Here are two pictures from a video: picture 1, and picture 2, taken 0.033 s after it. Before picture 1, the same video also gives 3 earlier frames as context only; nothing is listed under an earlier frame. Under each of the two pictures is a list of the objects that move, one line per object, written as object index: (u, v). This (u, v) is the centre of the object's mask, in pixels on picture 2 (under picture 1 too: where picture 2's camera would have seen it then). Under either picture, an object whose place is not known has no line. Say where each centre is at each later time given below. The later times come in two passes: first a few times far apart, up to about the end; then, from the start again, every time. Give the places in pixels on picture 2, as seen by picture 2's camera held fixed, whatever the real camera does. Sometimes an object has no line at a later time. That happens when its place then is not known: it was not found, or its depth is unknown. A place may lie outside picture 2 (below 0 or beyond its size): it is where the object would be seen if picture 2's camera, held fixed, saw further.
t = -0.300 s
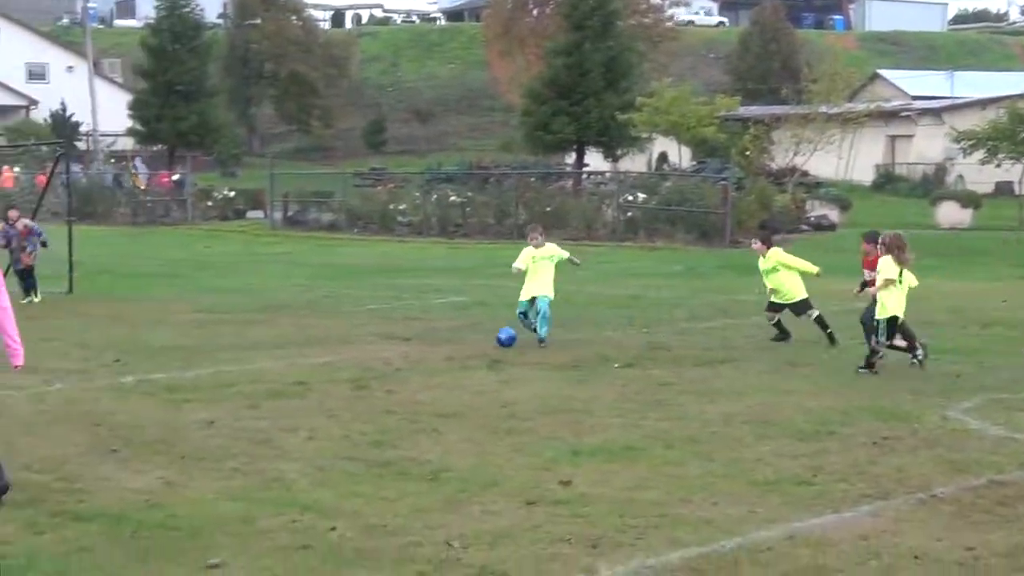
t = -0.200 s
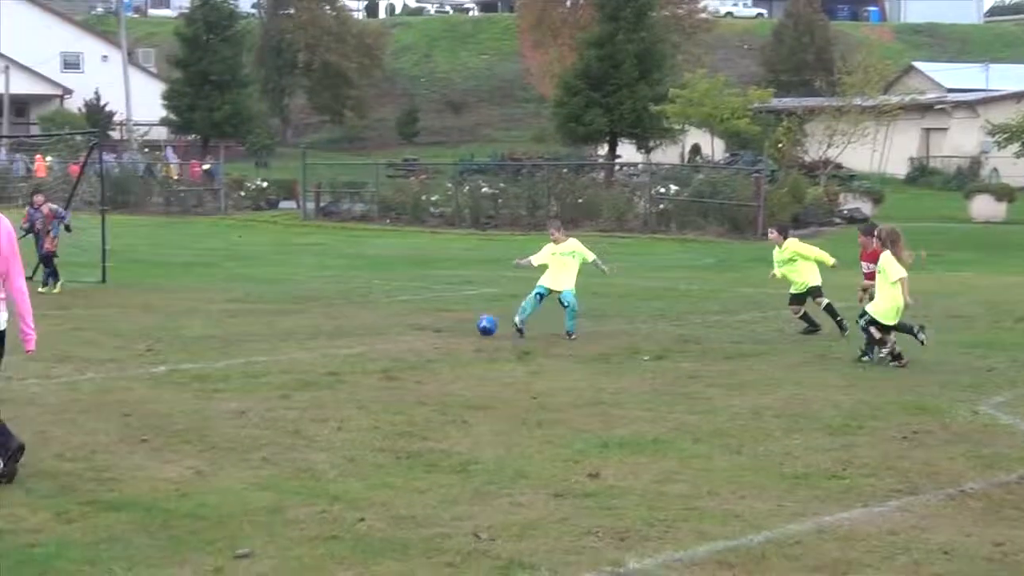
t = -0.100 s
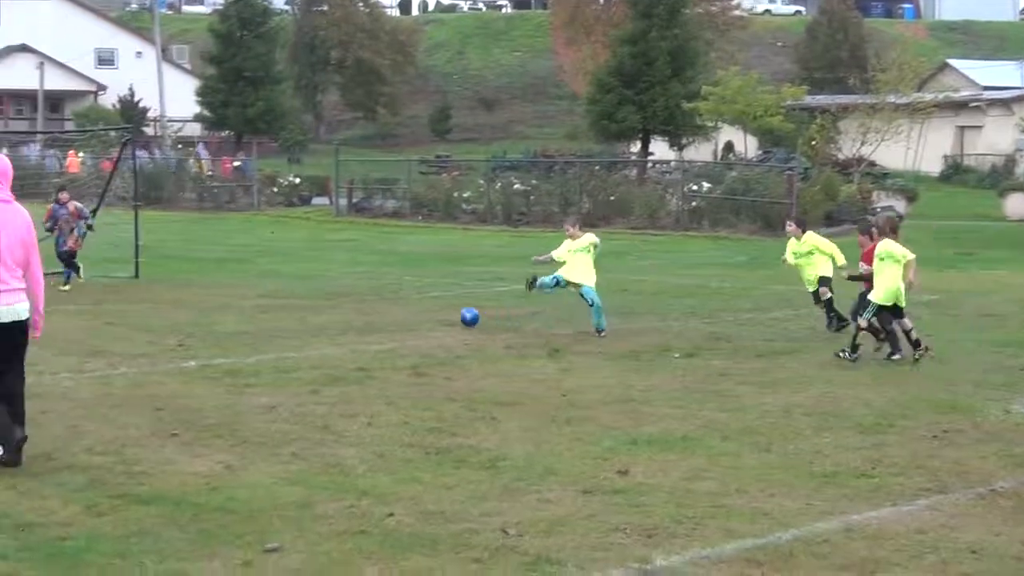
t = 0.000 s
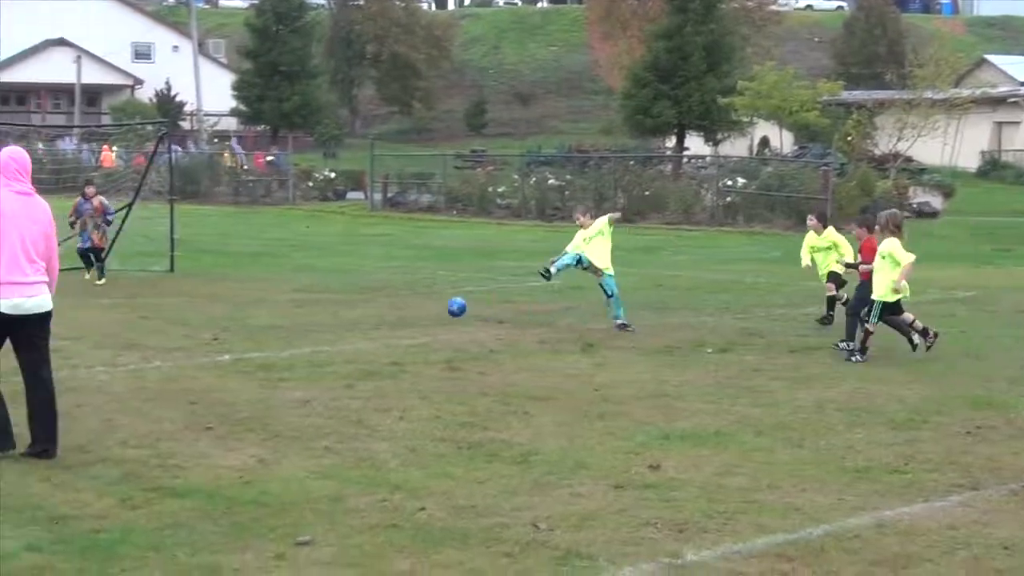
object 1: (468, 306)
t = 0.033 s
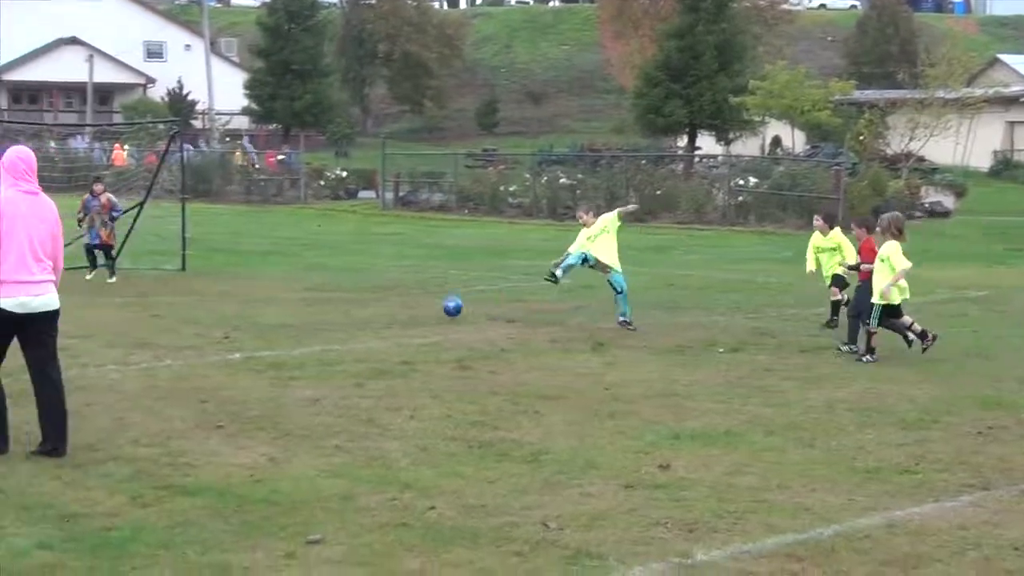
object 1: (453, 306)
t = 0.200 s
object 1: (379, 306)
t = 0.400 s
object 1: (298, 302)
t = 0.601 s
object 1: (221, 298)
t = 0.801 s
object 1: (149, 295)
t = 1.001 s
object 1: (81, 297)
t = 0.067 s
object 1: (436, 309)
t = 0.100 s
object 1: (422, 309)
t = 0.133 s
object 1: (408, 308)
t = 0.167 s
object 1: (393, 307)
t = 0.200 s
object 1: (379, 306)
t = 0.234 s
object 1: (365, 303)
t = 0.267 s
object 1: (351, 302)
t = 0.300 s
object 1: (338, 301)
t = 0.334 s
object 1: (325, 301)
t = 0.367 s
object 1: (311, 303)
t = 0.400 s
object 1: (298, 302)
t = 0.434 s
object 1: (284, 301)
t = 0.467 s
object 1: (272, 300)
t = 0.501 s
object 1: (258, 300)
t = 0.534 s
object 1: (246, 300)
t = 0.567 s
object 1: (233, 299)
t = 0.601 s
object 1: (221, 298)
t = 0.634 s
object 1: (209, 298)
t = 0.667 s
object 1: (195, 299)
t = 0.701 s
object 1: (184, 298)
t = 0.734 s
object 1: (172, 296)
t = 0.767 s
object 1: (161, 295)
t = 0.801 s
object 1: (149, 295)
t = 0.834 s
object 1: (137, 296)
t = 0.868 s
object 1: (126, 297)
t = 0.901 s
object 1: (115, 296)
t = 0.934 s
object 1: (104, 296)
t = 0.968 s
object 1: (93, 296)
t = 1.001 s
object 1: (81, 297)
